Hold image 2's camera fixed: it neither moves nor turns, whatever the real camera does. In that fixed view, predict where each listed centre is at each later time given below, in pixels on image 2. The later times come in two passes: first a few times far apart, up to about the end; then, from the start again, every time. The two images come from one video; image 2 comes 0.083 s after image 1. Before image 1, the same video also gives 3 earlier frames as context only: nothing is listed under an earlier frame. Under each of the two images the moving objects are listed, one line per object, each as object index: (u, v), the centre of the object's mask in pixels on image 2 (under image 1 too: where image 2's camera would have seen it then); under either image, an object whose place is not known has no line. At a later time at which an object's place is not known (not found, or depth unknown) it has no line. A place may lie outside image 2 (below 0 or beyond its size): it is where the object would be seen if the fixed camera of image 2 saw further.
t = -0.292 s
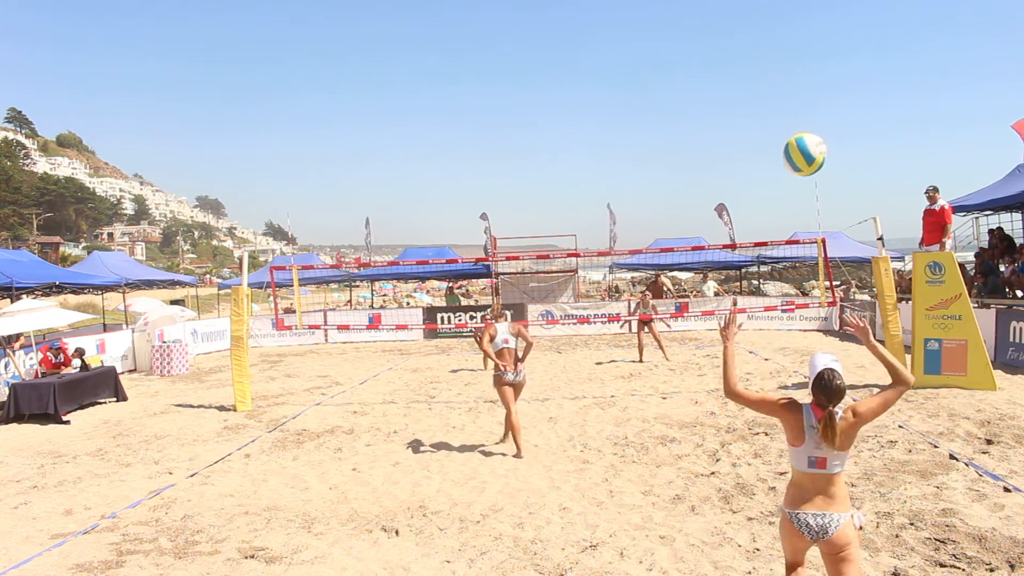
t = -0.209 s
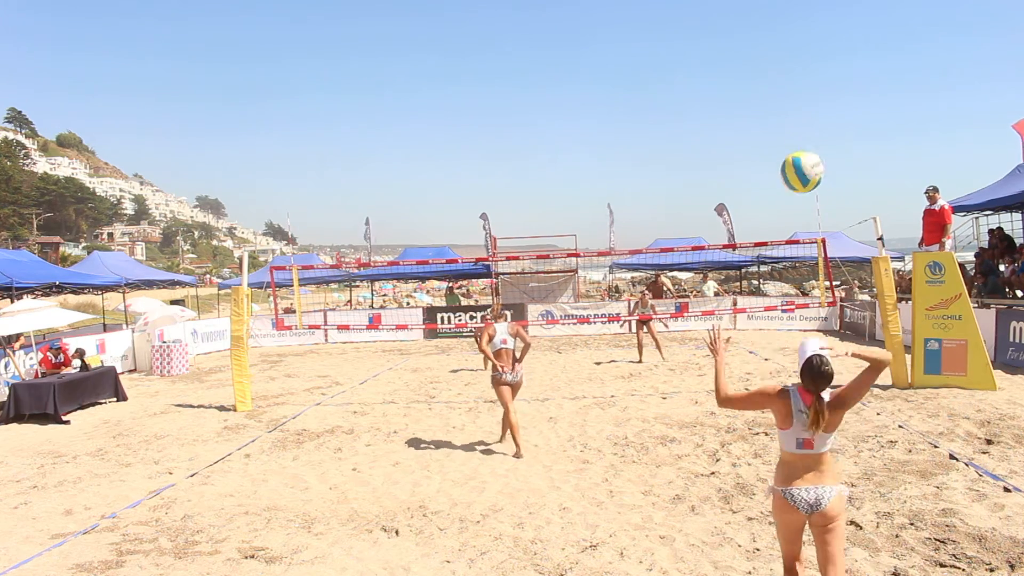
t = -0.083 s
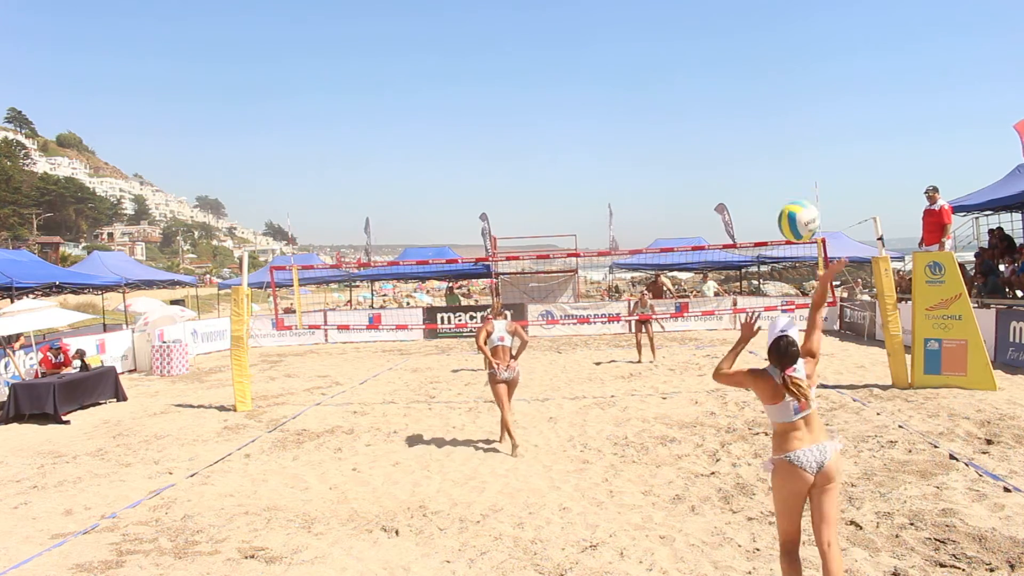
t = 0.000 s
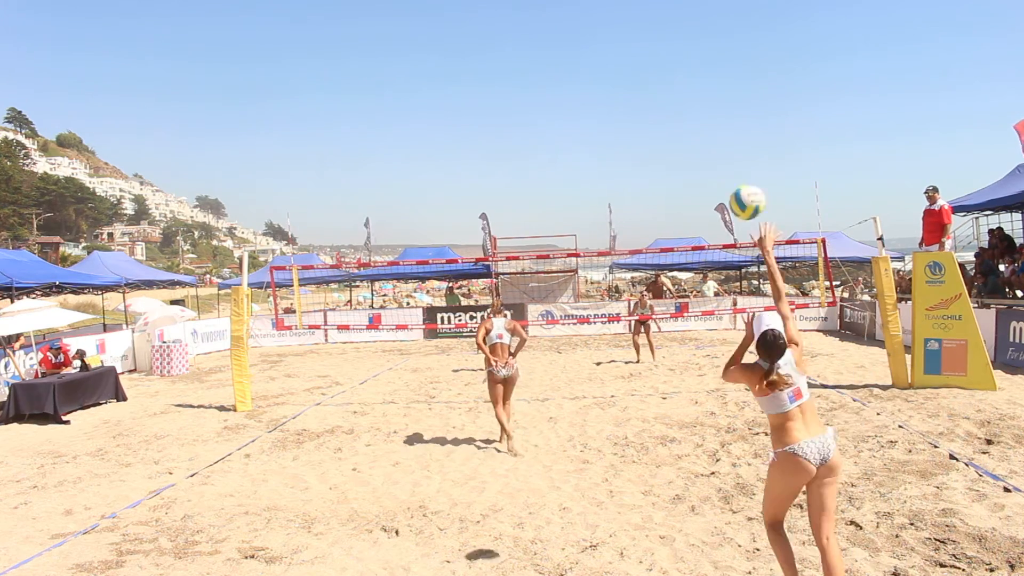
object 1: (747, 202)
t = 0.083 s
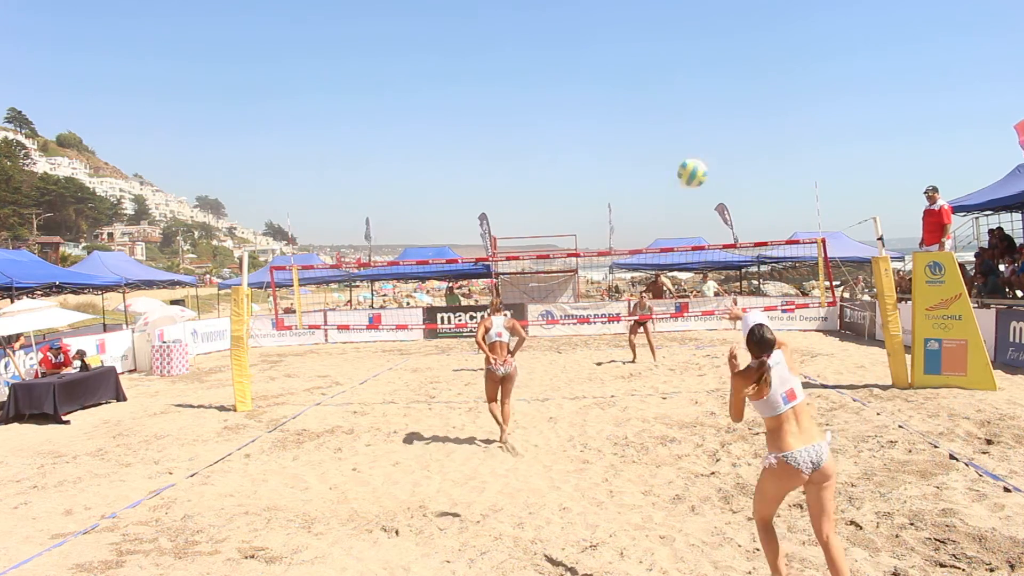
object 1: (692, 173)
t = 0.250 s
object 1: (625, 158)
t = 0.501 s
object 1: (572, 186)
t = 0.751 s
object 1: (544, 236)
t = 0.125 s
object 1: (671, 165)
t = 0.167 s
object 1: (653, 160)
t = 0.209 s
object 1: (638, 158)
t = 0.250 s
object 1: (625, 158)
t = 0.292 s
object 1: (613, 159)
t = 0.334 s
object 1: (603, 163)
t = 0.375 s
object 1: (594, 168)
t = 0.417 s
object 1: (585, 173)
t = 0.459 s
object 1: (578, 179)
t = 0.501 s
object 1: (572, 186)
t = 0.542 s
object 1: (566, 193)
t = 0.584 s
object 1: (560, 200)
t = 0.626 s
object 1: (556, 209)
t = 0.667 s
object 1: (552, 217)
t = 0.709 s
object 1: (548, 226)
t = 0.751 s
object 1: (544, 236)
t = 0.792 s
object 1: (542, 245)
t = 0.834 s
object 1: (539, 252)
